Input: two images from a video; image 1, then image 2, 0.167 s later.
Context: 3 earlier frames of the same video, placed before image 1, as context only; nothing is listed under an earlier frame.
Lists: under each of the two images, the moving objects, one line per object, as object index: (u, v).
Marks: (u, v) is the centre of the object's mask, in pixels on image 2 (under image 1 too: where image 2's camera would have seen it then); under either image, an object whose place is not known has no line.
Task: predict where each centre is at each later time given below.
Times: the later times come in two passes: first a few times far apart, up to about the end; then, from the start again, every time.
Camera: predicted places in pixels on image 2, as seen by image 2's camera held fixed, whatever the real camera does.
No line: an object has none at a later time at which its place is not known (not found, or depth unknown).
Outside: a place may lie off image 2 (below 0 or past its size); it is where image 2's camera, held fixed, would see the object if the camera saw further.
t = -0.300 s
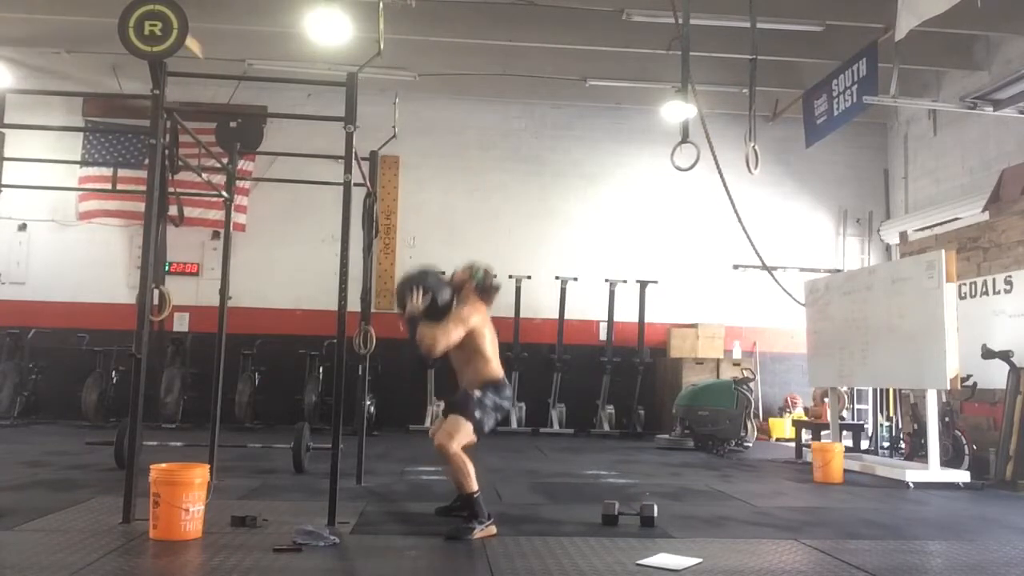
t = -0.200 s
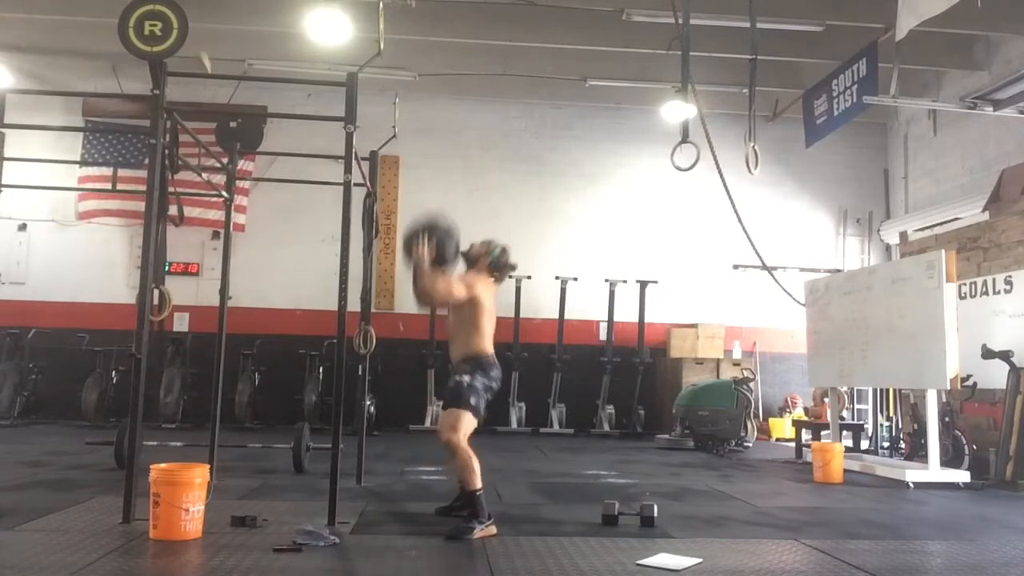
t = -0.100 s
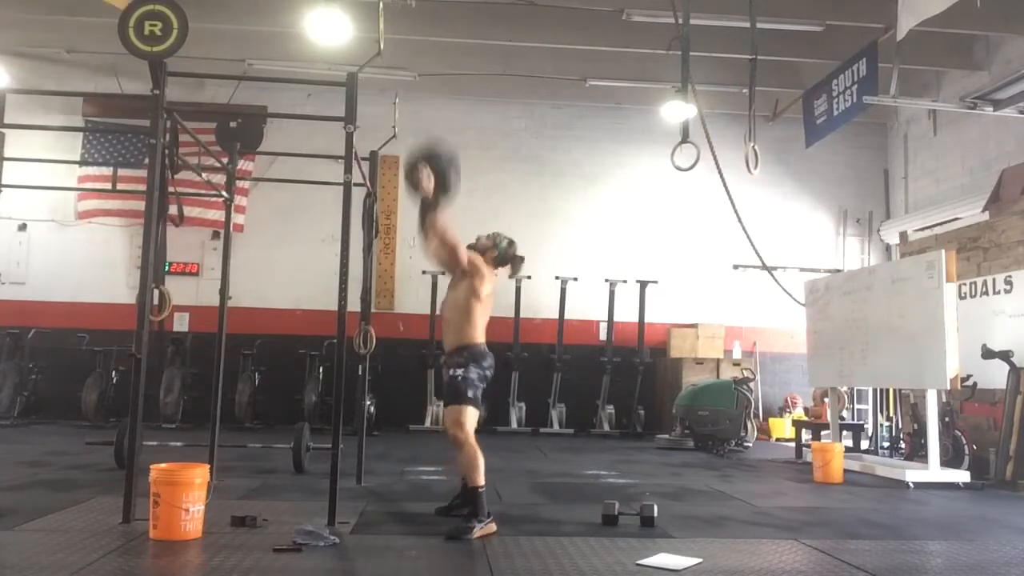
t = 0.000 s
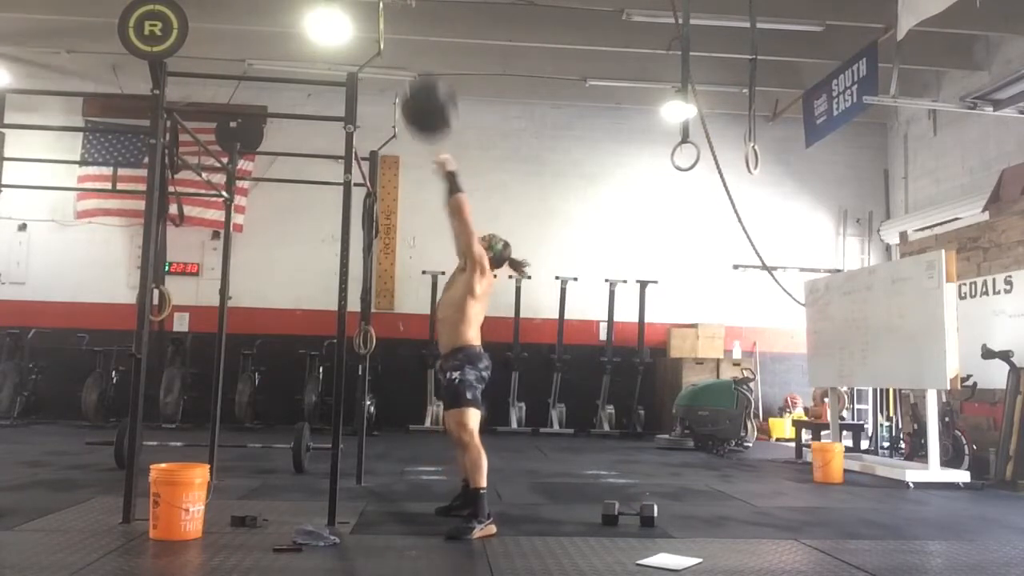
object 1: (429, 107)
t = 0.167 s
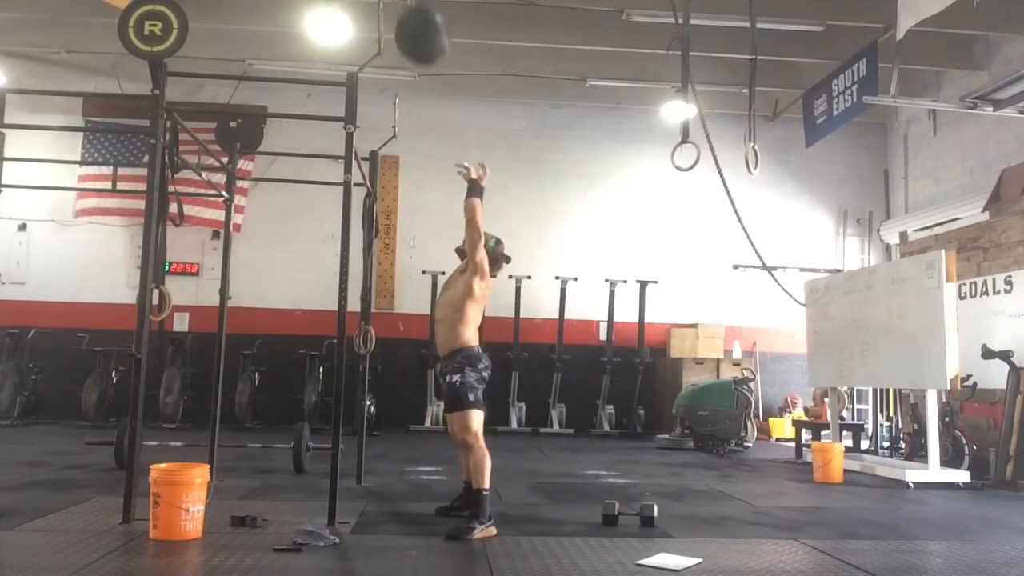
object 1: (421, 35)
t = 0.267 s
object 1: (417, 19)
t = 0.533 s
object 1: (407, 24)
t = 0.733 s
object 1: (414, 88)
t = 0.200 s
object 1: (420, 27)
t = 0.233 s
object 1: (419, 22)
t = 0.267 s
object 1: (417, 19)
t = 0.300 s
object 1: (416, 17)
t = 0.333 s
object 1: (415, 15)
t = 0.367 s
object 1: (413, 15)
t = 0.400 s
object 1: (411, 15)
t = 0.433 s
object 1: (410, 16)
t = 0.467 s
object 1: (408, 18)
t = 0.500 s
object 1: (408, 21)
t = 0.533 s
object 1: (407, 24)
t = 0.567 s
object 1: (408, 28)
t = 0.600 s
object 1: (410, 38)
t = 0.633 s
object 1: (411, 48)
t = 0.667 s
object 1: (412, 60)
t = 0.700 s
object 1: (413, 74)
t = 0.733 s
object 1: (414, 88)
